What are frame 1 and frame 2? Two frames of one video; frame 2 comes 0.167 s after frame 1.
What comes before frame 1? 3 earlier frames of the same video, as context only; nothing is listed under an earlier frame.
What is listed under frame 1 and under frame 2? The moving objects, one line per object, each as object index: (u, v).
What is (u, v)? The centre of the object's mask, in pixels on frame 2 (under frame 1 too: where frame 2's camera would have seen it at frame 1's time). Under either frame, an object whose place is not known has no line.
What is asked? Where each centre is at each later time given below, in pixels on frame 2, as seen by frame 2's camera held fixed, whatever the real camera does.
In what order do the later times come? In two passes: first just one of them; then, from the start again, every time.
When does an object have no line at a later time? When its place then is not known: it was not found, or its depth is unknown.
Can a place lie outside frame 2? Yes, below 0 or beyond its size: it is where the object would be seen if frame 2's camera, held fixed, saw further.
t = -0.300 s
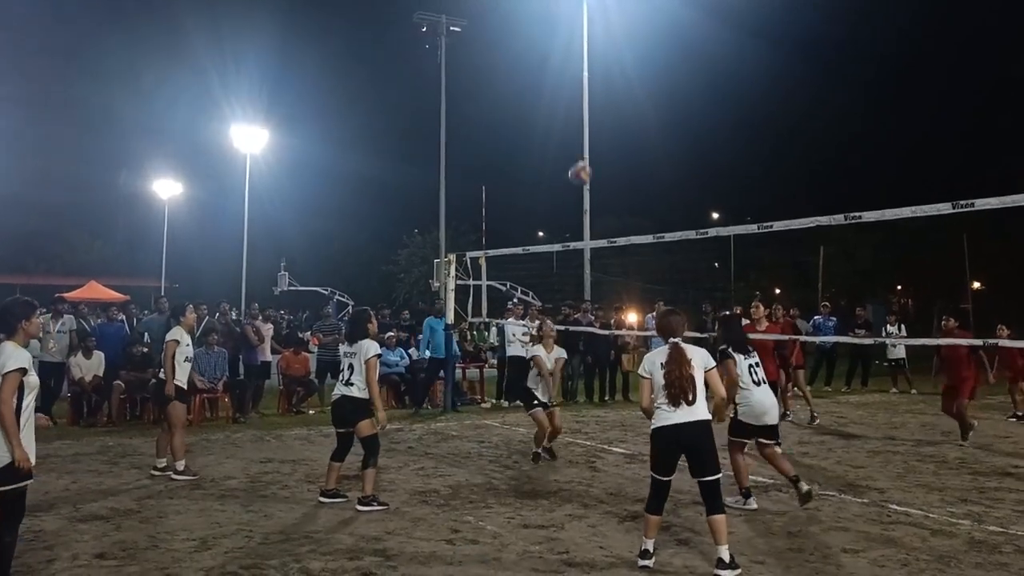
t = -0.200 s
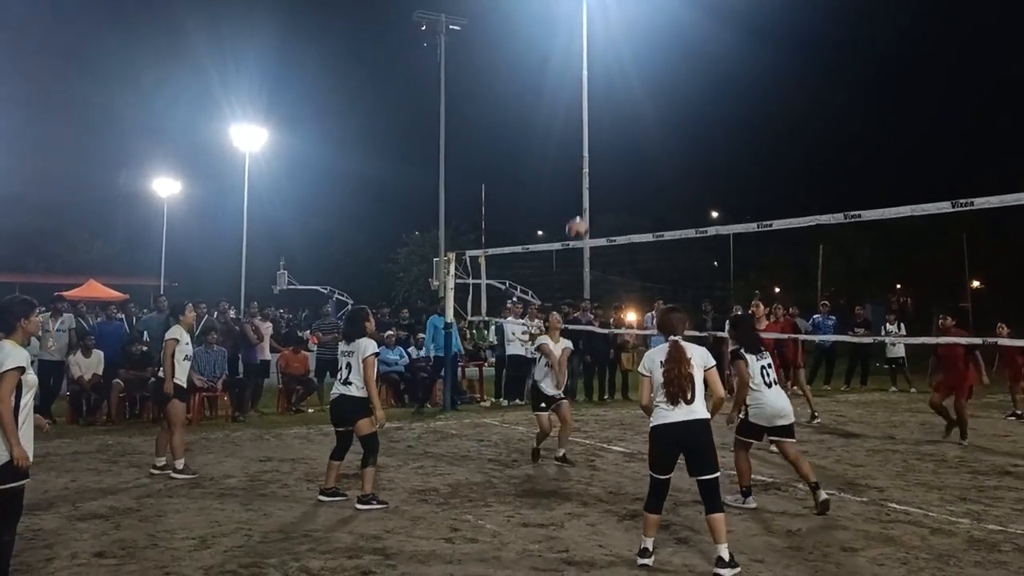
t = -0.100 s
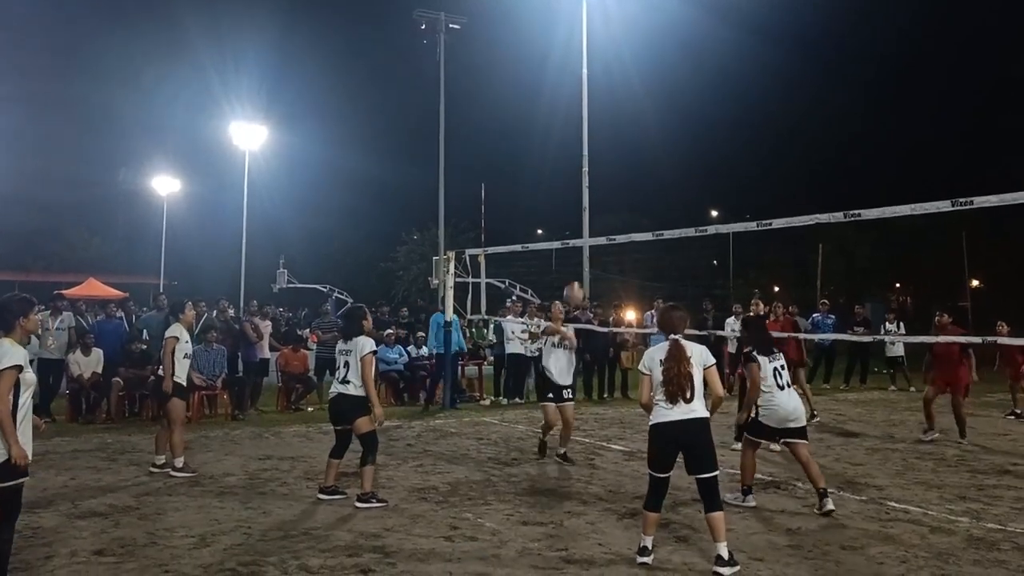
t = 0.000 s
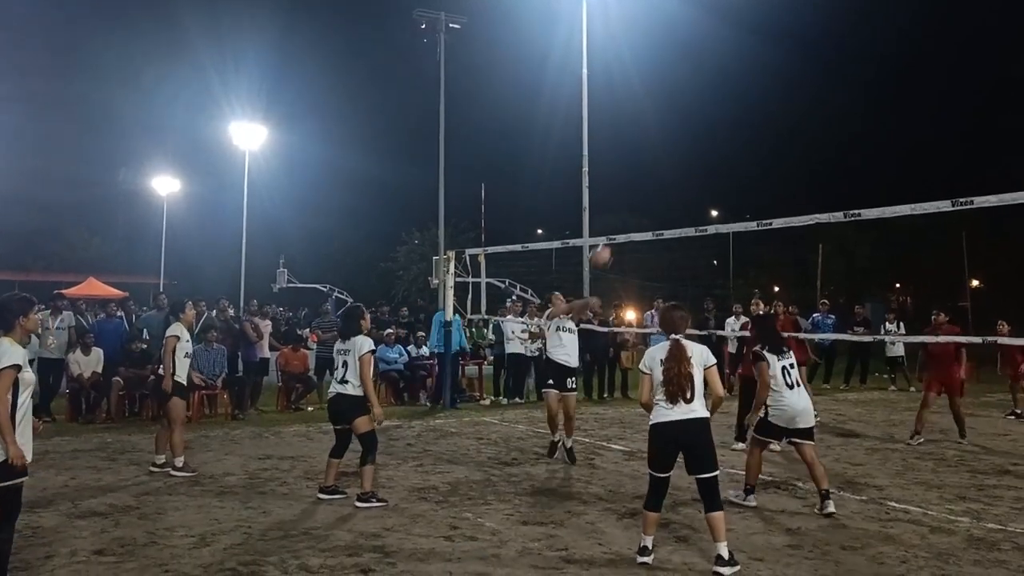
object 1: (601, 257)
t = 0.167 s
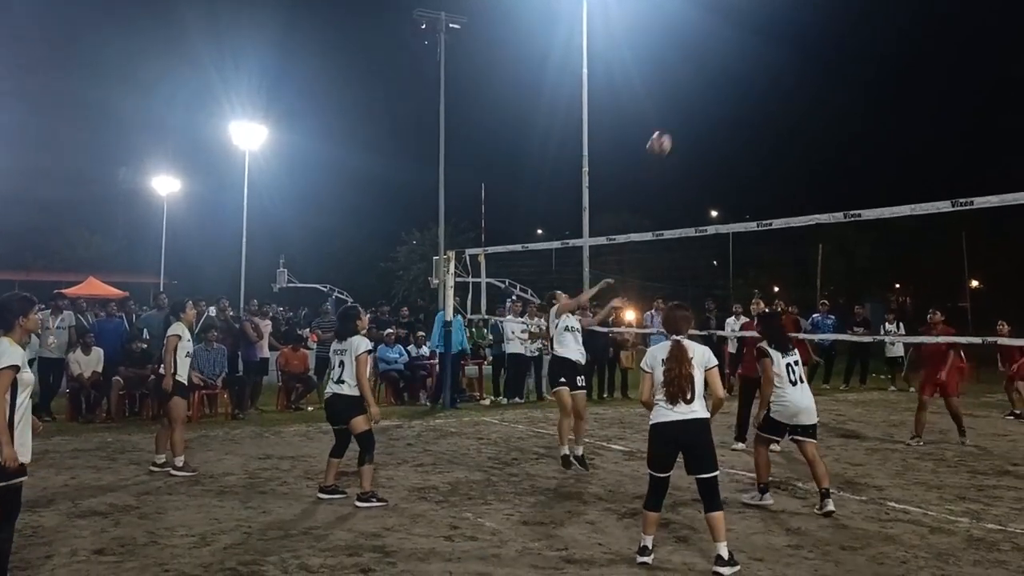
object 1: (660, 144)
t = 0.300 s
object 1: (706, 77)
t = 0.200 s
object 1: (671, 125)
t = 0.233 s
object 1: (683, 108)
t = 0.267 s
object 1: (694, 91)
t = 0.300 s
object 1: (706, 77)
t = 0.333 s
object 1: (716, 63)
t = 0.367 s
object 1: (728, 50)
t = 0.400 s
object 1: (739, 39)
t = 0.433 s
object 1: (750, 29)
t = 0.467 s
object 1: (761, 20)
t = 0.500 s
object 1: (771, 12)
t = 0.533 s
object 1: (782, 5)
